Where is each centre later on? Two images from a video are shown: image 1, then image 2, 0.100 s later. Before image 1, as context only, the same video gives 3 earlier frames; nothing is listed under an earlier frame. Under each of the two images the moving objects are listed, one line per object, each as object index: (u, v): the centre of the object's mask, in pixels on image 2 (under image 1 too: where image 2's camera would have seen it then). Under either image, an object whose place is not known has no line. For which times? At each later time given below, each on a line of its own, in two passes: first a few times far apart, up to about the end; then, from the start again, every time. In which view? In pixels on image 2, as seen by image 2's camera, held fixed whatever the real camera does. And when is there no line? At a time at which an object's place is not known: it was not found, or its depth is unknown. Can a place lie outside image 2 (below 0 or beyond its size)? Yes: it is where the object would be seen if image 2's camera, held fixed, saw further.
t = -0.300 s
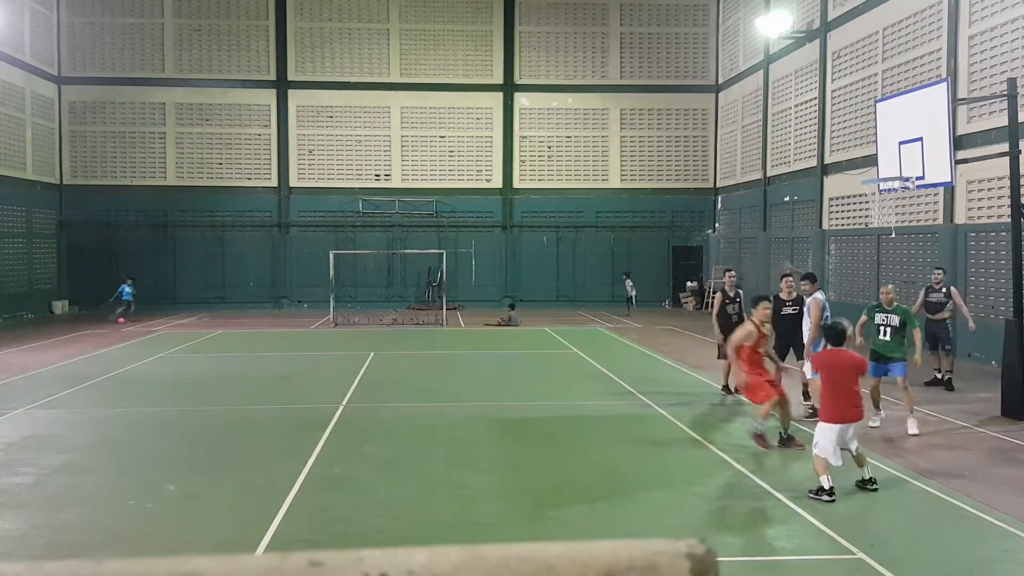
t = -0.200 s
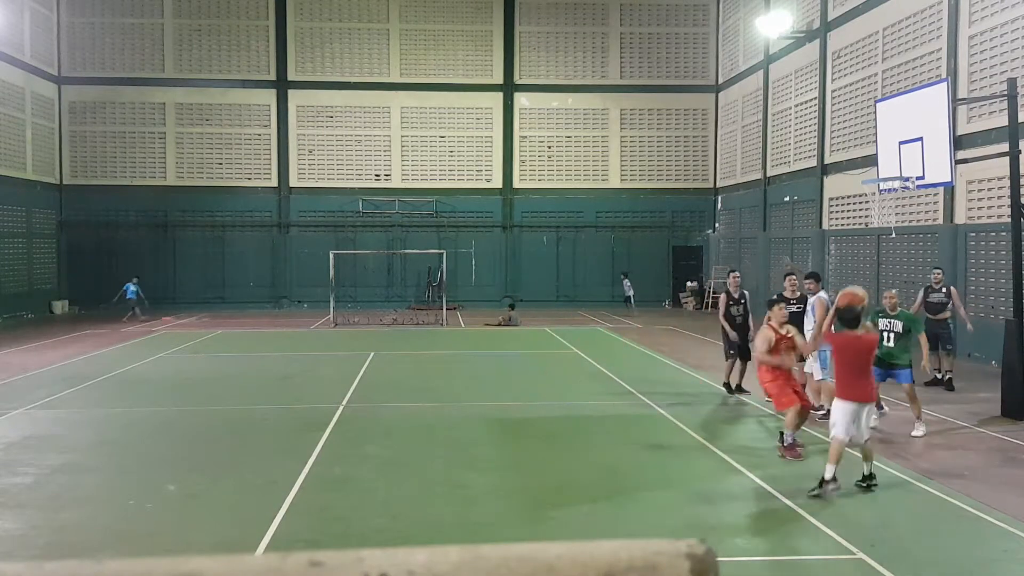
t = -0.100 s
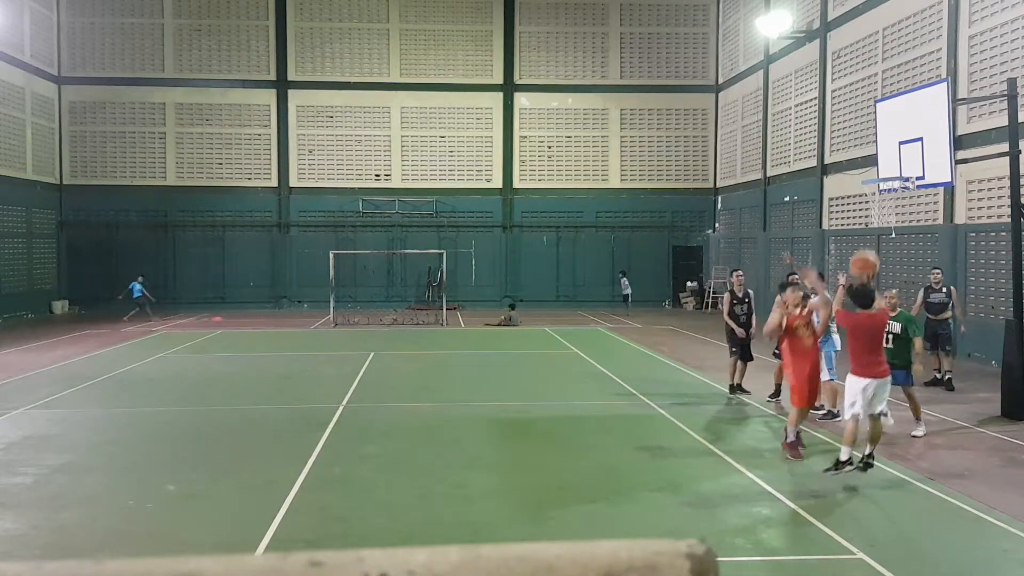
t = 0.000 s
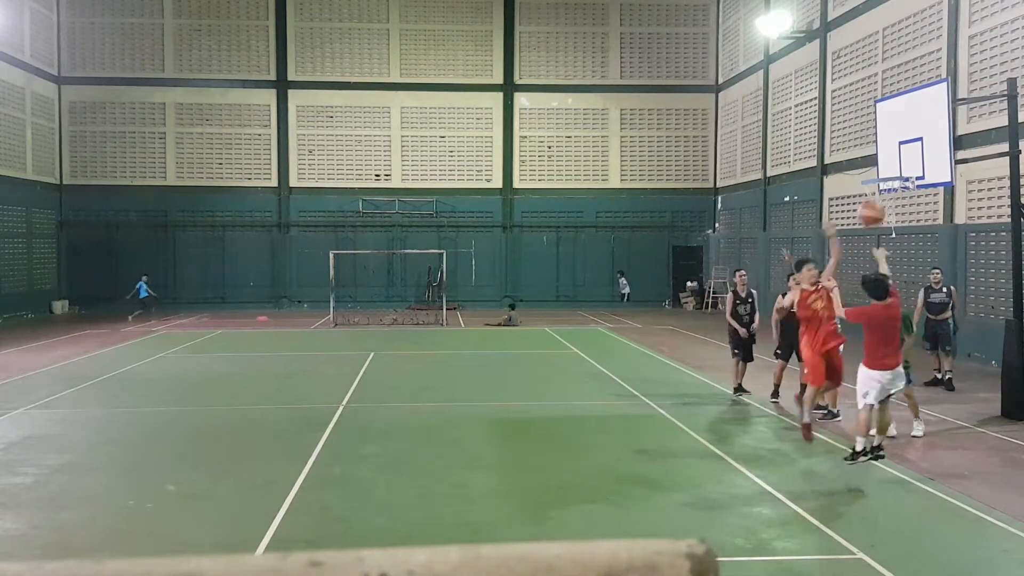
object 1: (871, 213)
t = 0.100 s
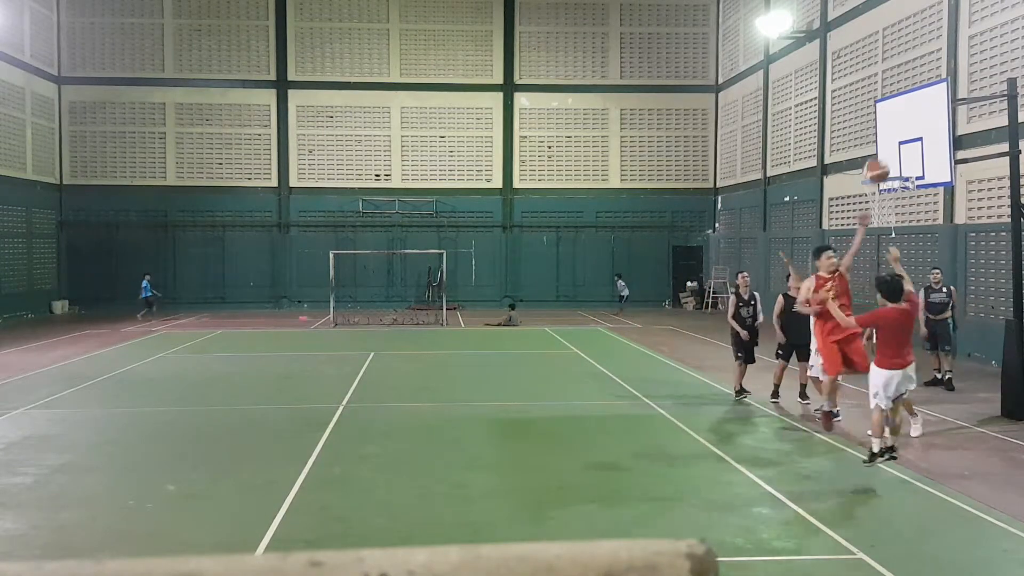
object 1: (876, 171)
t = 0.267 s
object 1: (882, 129)
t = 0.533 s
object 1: (891, 122)
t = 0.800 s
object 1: (895, 167)
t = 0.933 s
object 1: (882, 164)
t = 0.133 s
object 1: (877, 161)
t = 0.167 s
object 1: (878, 151)
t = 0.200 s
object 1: (880, 142)
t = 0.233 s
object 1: (882, 136)
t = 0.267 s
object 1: (882, 129)
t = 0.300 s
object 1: (883, 125)
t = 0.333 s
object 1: (885, 122)
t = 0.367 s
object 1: (886, 119)
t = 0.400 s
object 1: (887, 118)
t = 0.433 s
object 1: (888, 118)
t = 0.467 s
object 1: (889, 118)
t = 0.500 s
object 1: (889, 120)
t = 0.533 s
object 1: (891, 122)
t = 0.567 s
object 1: (892, 125)
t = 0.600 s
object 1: (893, 130)
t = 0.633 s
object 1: (893, 135)
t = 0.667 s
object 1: (894, 141)
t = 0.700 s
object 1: (895, 148)
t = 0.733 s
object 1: (896, 156)
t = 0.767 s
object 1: (896, 164)
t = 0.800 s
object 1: (895, 167)
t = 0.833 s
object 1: (892, 165)
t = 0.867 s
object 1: (889, 164)
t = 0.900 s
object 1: (885, 163)
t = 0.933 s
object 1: (882, 164)
